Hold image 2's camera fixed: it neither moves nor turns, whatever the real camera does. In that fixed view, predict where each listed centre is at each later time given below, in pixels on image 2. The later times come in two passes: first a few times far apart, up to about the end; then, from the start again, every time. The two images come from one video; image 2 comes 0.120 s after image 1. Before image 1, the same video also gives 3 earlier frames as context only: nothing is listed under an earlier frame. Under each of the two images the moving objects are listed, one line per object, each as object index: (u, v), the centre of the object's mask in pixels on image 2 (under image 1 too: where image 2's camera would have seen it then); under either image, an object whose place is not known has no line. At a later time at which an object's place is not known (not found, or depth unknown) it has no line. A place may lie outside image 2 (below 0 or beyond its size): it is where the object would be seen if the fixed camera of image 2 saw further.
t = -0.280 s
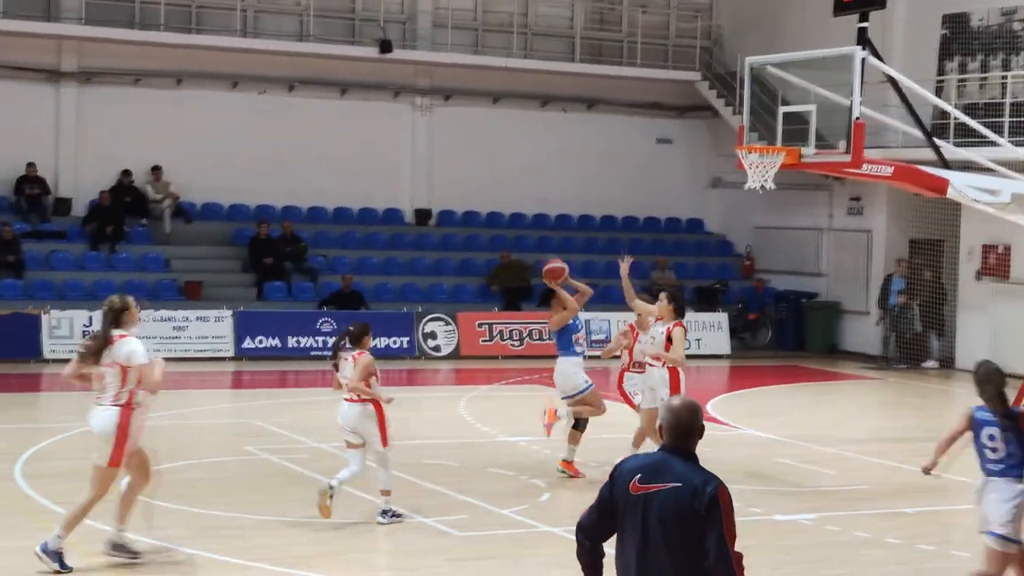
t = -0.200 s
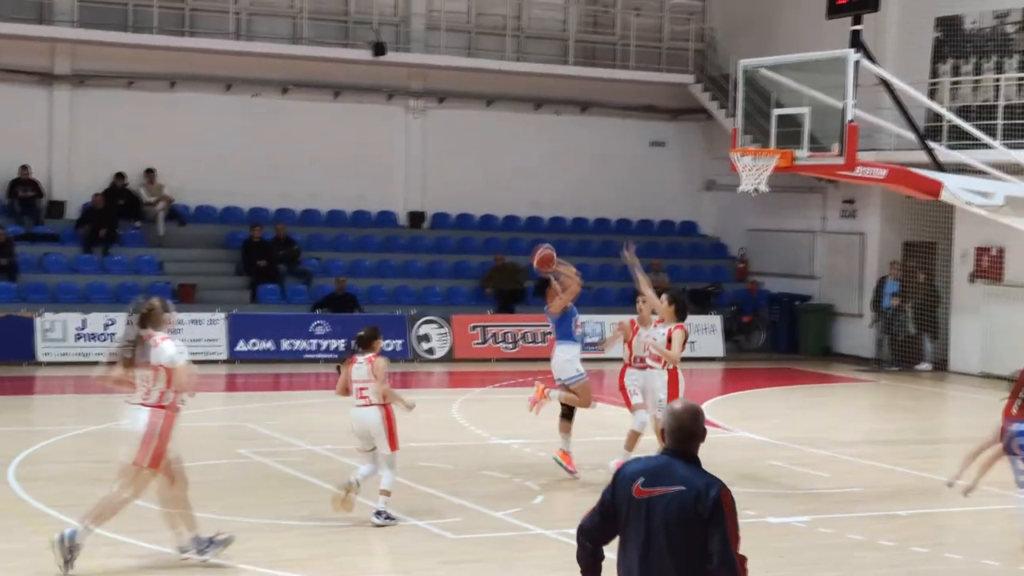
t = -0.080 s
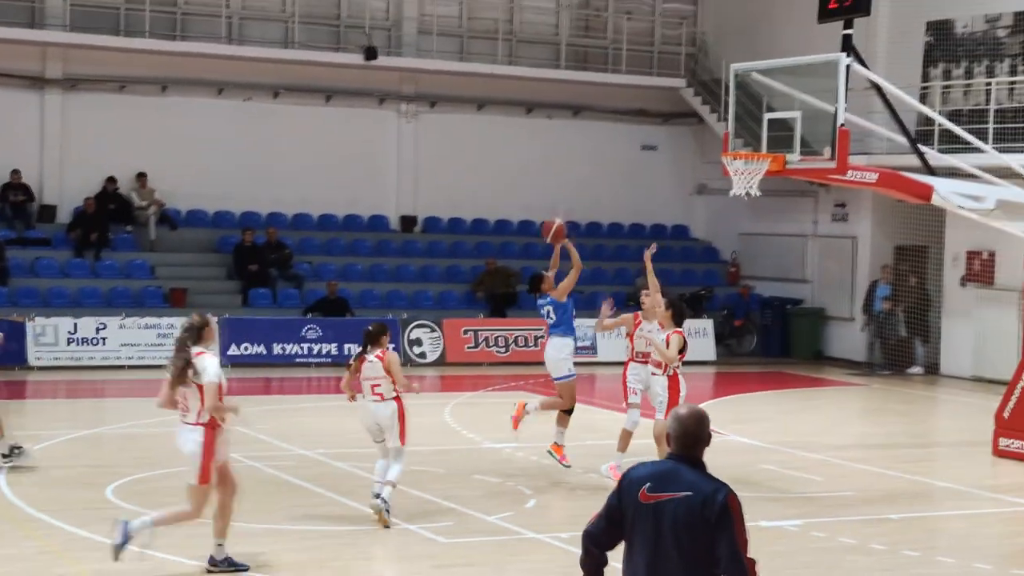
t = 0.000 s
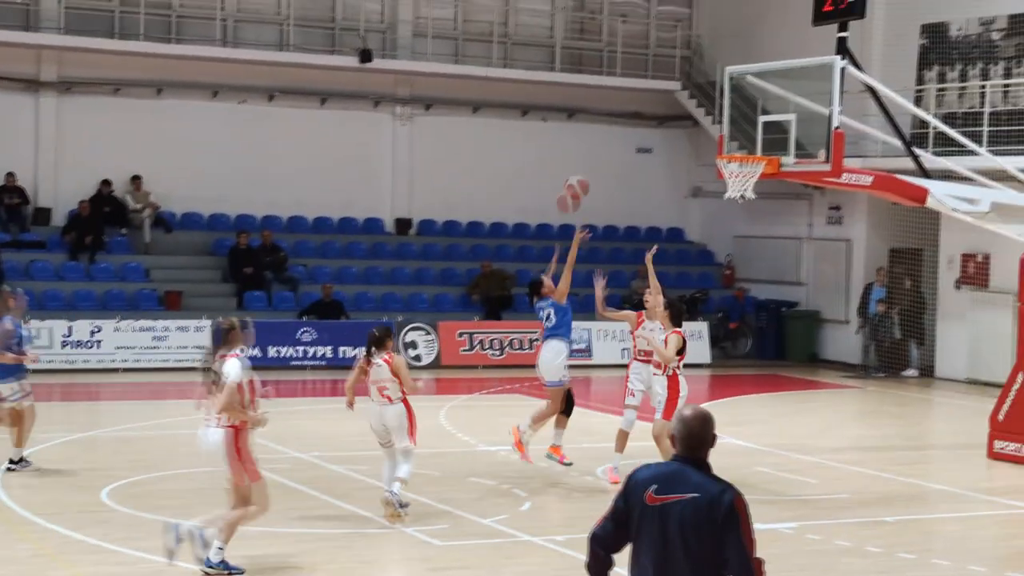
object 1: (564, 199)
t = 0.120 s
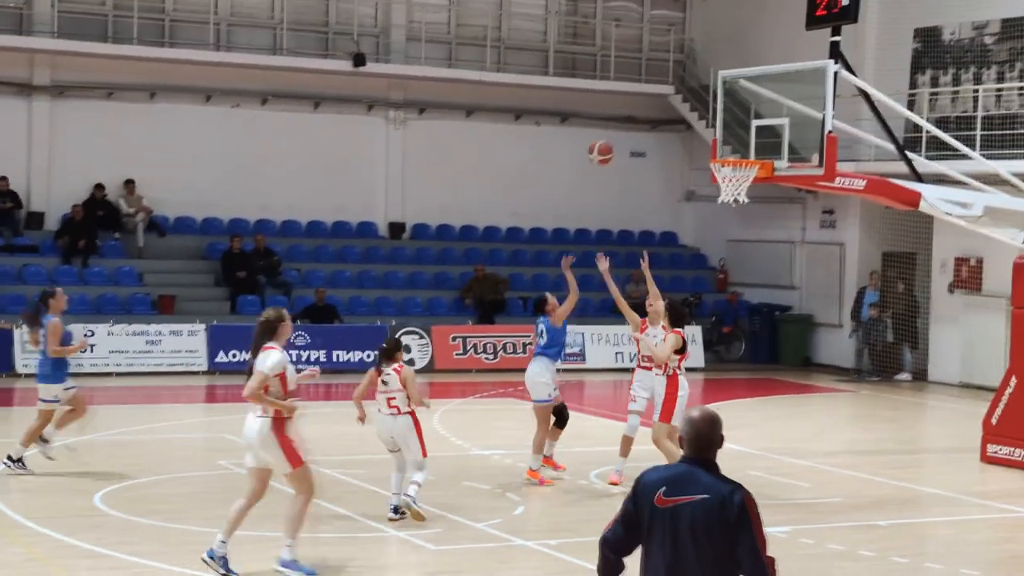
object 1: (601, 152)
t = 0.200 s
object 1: (623, 130)
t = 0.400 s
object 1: (676, 107)
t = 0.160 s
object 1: (613, 139)
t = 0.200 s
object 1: (623, 130)
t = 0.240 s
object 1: (635, 121)
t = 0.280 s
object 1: (647, 115)
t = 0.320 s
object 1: (657, 110)
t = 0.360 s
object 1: (666, 109)
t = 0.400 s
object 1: (676, 107)
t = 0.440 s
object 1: (690, 107)
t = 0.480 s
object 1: (699, 109)
